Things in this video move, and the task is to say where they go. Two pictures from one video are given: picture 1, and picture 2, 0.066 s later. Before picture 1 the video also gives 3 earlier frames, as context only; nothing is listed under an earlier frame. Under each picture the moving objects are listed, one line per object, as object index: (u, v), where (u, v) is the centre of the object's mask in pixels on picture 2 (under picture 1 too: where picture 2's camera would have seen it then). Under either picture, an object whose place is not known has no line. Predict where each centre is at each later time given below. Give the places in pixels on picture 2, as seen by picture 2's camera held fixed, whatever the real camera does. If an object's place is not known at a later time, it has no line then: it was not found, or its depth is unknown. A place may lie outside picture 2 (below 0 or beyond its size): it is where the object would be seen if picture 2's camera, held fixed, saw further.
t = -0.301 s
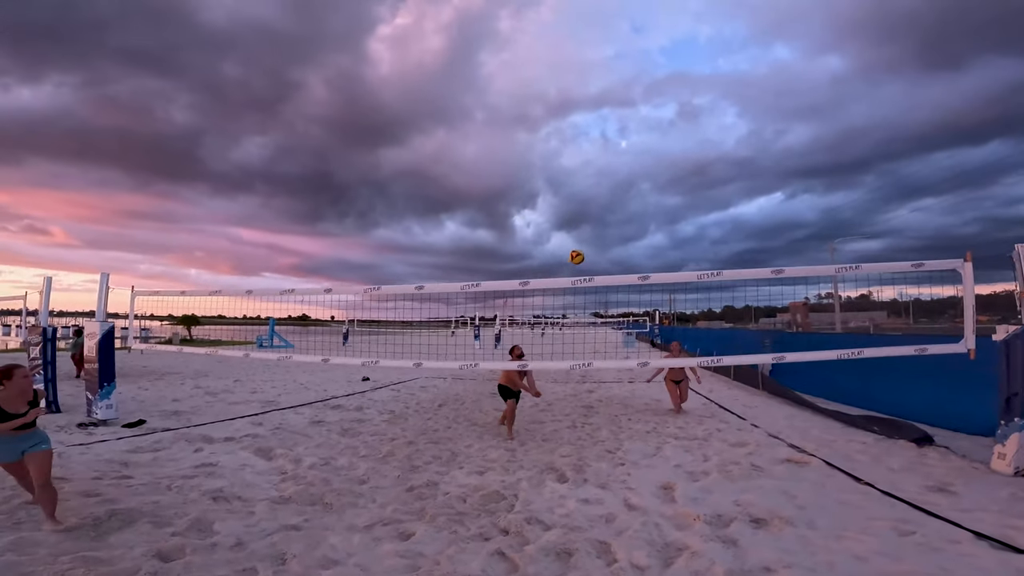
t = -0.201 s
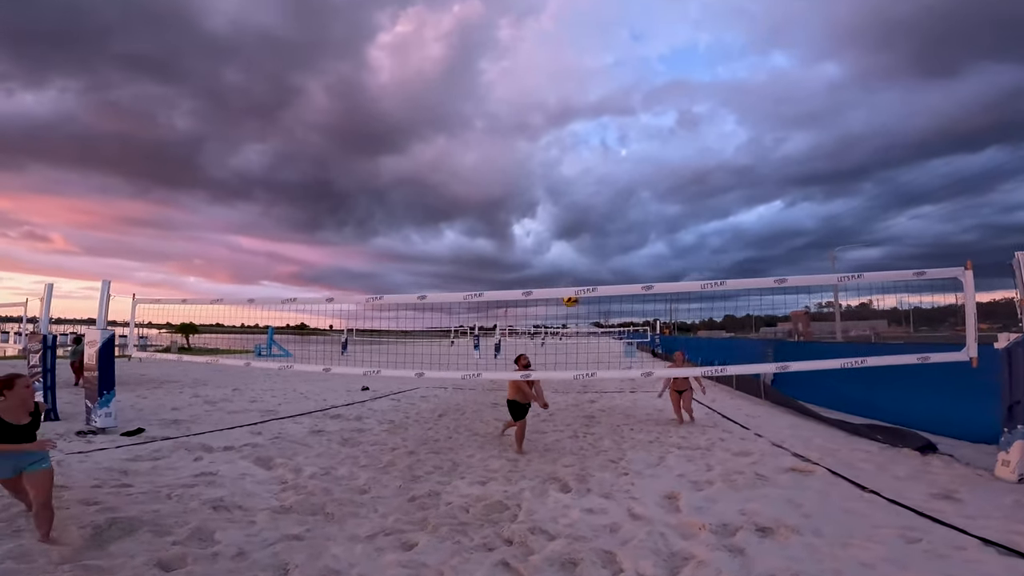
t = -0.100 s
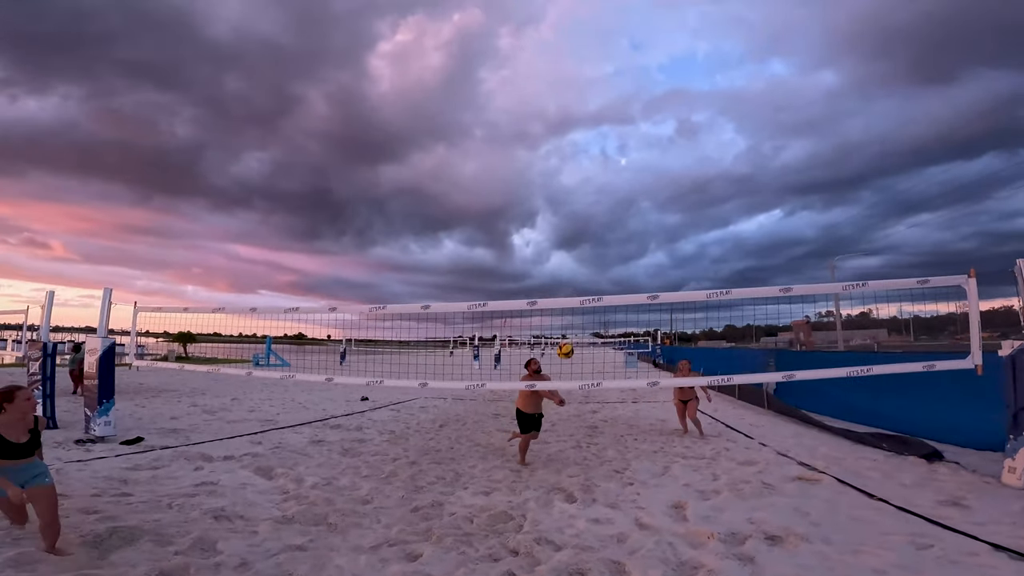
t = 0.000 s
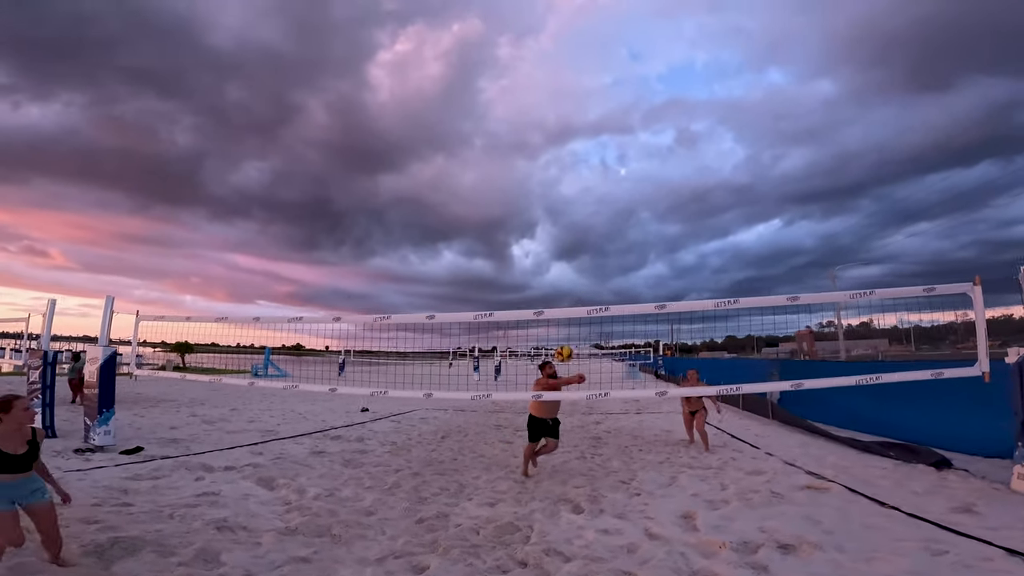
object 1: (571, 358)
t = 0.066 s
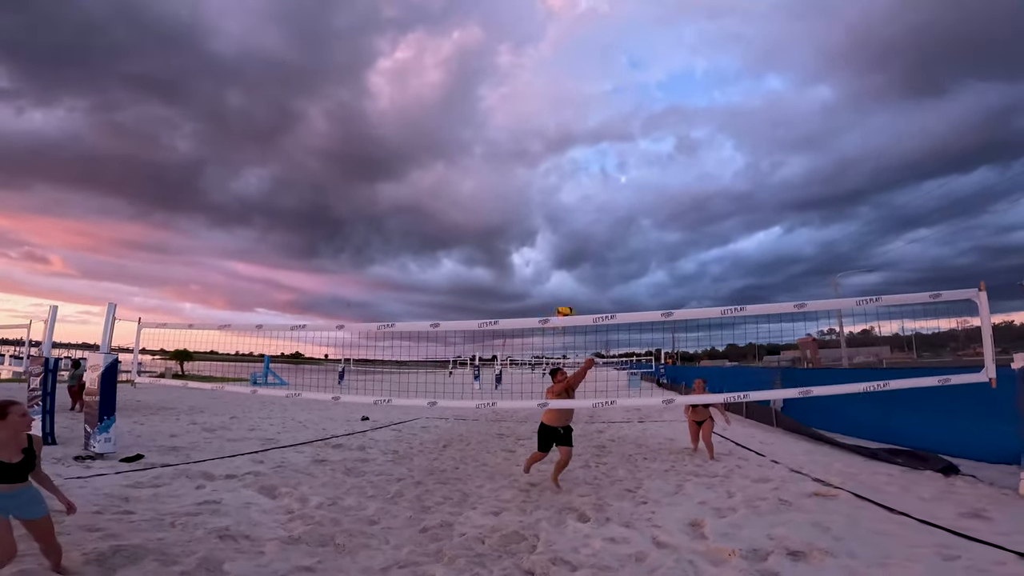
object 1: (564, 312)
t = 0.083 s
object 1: (562, 302)
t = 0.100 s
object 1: (560, 292)
